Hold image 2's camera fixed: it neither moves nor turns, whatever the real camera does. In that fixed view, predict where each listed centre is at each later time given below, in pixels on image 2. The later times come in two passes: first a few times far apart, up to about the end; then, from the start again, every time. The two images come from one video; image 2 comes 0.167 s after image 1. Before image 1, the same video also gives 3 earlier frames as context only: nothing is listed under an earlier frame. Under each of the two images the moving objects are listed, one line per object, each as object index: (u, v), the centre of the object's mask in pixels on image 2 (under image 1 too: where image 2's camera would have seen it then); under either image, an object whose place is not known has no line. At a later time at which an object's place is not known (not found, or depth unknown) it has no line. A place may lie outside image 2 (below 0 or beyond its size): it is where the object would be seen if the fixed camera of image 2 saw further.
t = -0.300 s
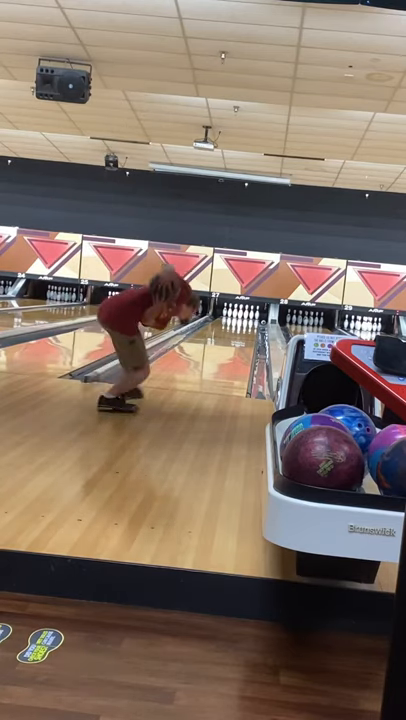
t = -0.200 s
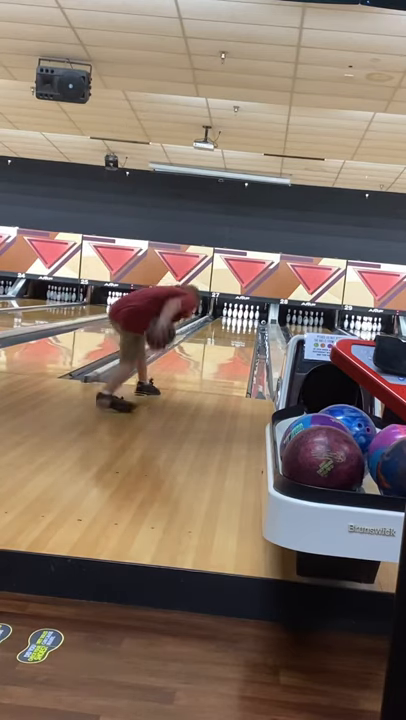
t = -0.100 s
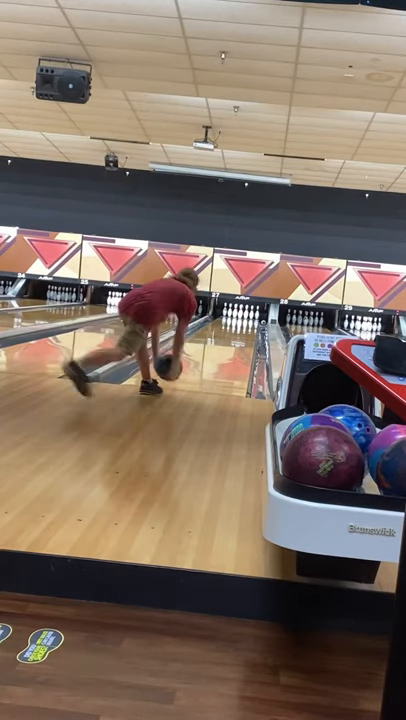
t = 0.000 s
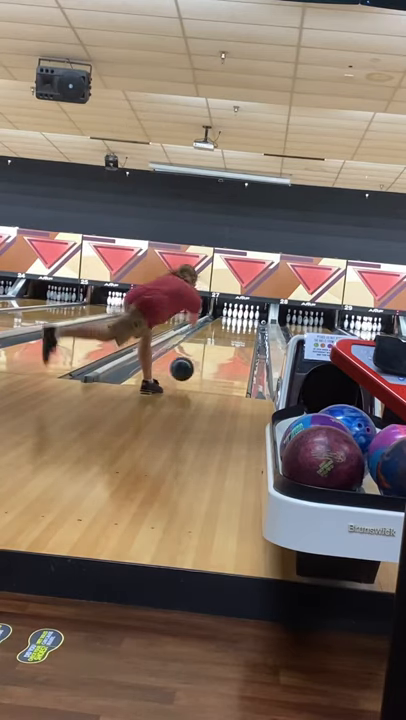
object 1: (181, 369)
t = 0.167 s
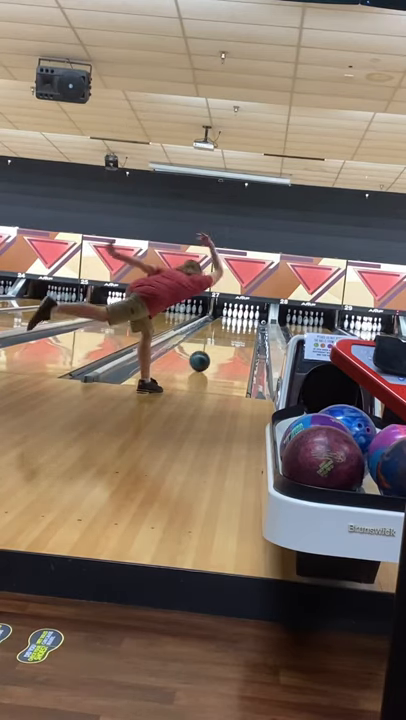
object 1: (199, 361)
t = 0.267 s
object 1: (208, 355)
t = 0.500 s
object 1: (223, 345)
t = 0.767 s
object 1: (234, 337)
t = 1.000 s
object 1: (241, 332)
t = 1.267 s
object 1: (247, 327)
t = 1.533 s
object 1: (250, 323)
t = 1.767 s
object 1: (249, 320)
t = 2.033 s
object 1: (246, 317)
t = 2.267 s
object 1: (241, 315)
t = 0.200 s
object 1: (202, 359)
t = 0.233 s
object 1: (205, 357)
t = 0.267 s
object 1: (208, 355)
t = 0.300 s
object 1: (210, 353)
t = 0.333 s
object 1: (213, 351)
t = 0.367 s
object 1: (215, 350)
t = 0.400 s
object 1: (218, 350)
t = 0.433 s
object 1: (219, 347)
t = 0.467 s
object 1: (221, 346)
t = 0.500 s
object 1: (223, 345)
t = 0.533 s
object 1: (224, 344)
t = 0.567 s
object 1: (226, 343)
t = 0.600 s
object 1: (228, 342)
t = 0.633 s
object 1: (229, 341)
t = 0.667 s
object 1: (230, 340)
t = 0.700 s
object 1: (232, 339)
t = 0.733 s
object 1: (233, 338)
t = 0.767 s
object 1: (234, 337)
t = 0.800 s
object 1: (235, 336)
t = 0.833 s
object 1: (237, 335)
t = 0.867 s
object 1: (238, 335)
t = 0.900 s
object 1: (239, 334)
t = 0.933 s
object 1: (240, 333)
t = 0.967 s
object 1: (240, 332)
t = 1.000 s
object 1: (241, 332)
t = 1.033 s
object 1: (241, 331)
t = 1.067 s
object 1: (243, 331)
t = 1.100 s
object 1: (244, 330)
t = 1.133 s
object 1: (245, 329)
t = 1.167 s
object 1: (246, 328)
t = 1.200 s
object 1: (246, 328)
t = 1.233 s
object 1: (246, 327)
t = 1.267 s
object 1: (247, 327)
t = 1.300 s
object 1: (248, 326)
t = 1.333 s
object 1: (248, 326)
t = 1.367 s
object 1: (249, 325)
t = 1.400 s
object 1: (249, 324)
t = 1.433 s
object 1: (250, 324)
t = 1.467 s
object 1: (250, 324)
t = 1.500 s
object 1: (250, 323)
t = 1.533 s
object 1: (250, 323)
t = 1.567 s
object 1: (250, 323)
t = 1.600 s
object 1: (250, 322)
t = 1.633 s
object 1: (250, 322)
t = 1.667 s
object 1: (250, 321)
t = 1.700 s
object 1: (250, 321)
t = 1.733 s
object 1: (250, 321)
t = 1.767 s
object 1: (249, 320)
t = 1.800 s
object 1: (249, 320)
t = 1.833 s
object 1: (249, 319)
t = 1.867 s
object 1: (248, 319)
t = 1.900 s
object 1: (248, 318)
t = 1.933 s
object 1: (247, 318)
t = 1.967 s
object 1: (247, 317)
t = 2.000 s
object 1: (246, 317)
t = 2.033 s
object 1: (246, 317)
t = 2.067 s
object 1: (245, 317)
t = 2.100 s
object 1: (245, 316)
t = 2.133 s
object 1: (244, 316)
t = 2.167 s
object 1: (242, 315)
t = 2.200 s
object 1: (242, 315)
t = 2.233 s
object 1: (242, 315)
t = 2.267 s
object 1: (241, 315)
